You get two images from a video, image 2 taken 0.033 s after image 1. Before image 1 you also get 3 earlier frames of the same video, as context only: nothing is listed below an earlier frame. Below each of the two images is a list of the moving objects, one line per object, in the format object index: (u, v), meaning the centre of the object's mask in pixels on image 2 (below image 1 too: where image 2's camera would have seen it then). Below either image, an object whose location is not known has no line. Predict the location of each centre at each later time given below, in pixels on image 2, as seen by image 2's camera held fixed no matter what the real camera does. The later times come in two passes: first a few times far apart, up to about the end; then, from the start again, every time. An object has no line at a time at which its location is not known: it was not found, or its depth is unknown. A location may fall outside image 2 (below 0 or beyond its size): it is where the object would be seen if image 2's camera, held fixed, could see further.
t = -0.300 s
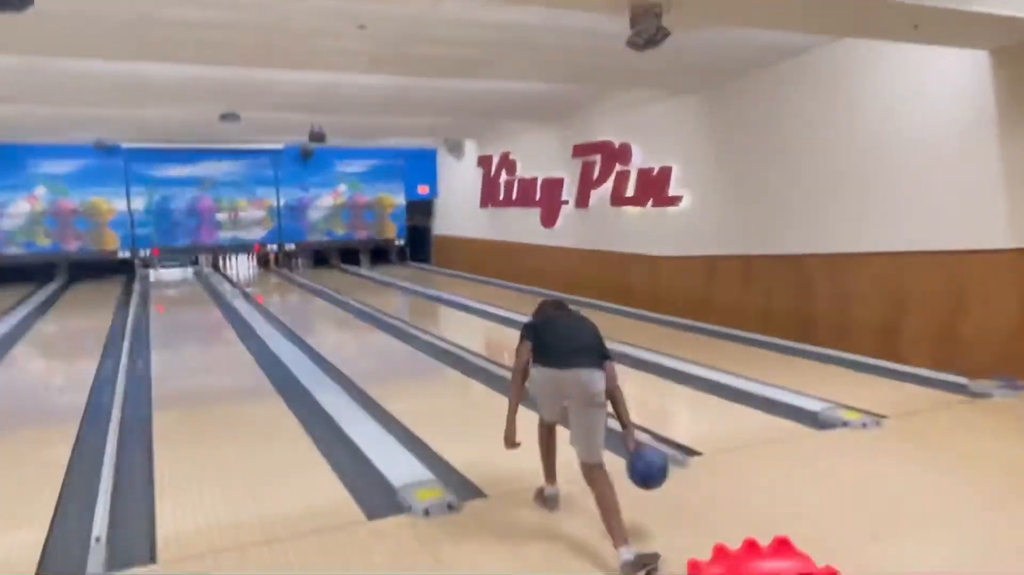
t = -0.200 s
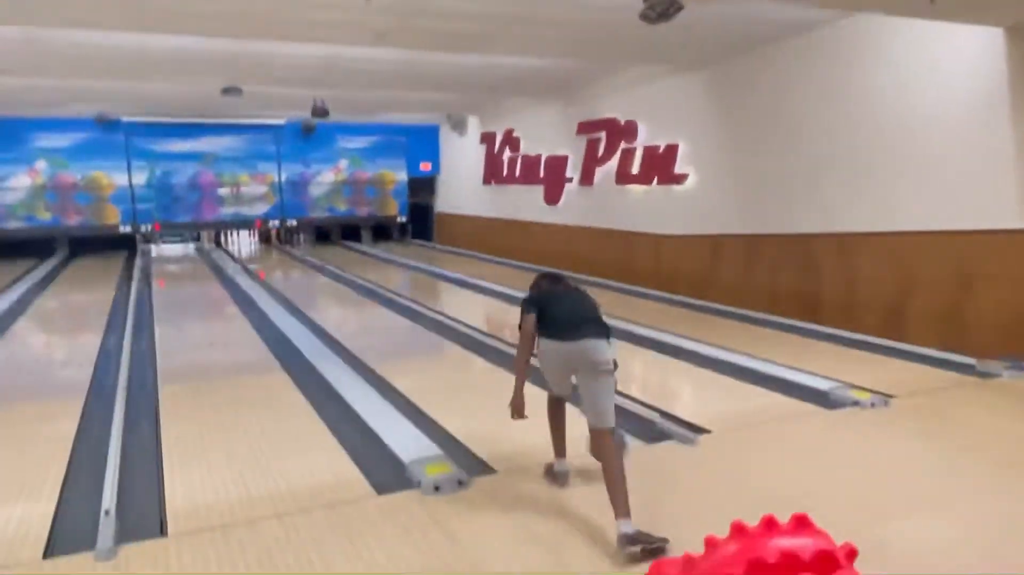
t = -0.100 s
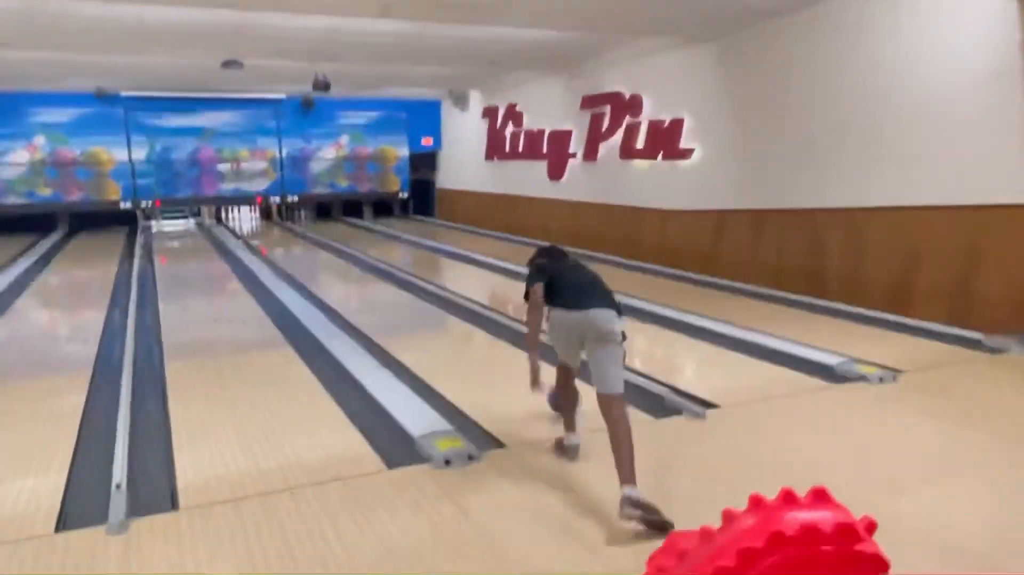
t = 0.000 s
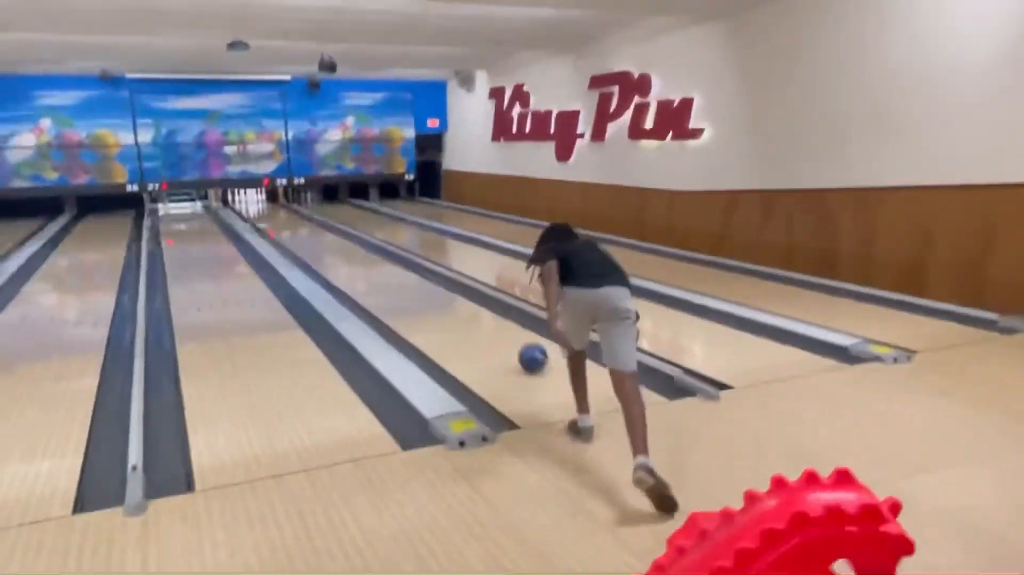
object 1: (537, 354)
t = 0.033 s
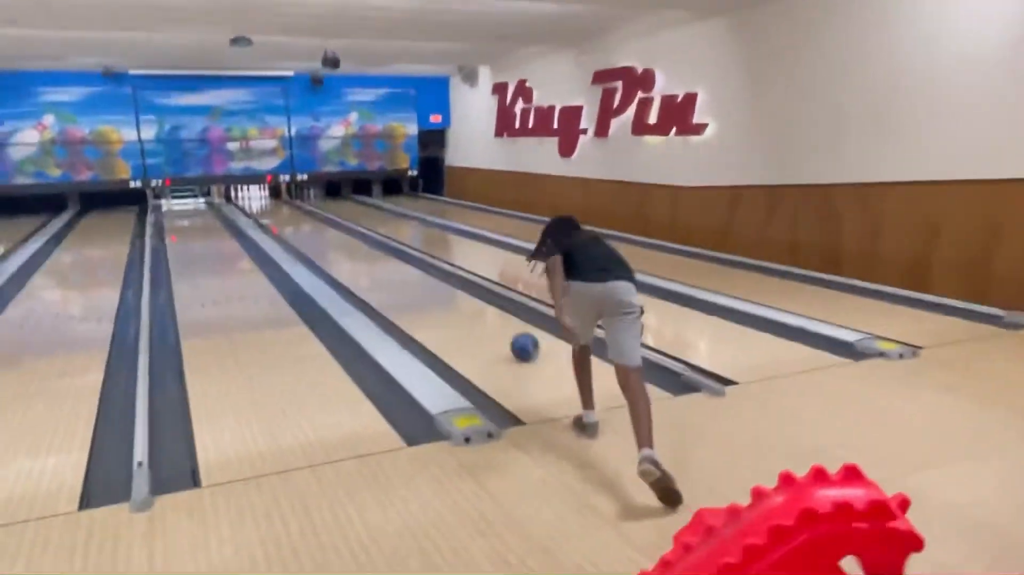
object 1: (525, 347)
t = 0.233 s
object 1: (465, 313)
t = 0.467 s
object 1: (416, 285)
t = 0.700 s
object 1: (381, 265)
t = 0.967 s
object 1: (351, 248)
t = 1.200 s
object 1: (332, 237)
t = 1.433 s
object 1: (316, 228)
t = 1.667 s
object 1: (304, 220)
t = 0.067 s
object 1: (513, 340)
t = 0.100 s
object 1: (503, 334)
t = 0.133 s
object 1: (492, 328)
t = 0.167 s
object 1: (482, 322)
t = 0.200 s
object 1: (474, 317)
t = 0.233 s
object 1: (465, 313)
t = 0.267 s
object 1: (457, 308)
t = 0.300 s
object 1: (449, 303)
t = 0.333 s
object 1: (442, 299)
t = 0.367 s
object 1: (435, 295)
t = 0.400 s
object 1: (428, 292)
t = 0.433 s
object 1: (422, 288)
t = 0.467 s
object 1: (416, 285)
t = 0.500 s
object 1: (410, 281)
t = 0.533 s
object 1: (405, 278)
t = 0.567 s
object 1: (400, 275)
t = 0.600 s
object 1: (394, 273)
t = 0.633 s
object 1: (389, 270)
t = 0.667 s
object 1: (385, 267)
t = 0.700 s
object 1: (381, 265)
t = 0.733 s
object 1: (376, 263)
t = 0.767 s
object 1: (372, 260)
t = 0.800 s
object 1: (368, 258)
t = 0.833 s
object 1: (364, 256)
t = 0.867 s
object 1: (361, 253)
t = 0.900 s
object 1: (357, 252)
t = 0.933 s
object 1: (354, 250)
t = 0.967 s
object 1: (351, 248)
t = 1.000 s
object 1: (348, 246)
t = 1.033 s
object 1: (345, 244)
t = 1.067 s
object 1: (342, 243)
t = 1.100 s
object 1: (339, 241)
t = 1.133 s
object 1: (337, 240)
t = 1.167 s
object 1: (334, 238)
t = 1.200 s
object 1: (332, 237)
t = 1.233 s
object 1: (329, 235)
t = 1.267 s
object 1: (327, 233)
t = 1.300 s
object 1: (324, 232)
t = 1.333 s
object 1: (322, 231)
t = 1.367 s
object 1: (320, 230)
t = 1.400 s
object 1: (318, 229)
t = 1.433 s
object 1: (316, 228)
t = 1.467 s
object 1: (314, 227)
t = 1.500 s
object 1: (313, 226)
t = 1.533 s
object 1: (310, 224)
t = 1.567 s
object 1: (309, 222)
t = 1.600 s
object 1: (307, 222)
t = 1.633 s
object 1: (305, 221)
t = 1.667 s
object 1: (304, 220)
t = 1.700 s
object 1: (302, 219)
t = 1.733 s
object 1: (301, 219)
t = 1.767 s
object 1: (300, 219)
